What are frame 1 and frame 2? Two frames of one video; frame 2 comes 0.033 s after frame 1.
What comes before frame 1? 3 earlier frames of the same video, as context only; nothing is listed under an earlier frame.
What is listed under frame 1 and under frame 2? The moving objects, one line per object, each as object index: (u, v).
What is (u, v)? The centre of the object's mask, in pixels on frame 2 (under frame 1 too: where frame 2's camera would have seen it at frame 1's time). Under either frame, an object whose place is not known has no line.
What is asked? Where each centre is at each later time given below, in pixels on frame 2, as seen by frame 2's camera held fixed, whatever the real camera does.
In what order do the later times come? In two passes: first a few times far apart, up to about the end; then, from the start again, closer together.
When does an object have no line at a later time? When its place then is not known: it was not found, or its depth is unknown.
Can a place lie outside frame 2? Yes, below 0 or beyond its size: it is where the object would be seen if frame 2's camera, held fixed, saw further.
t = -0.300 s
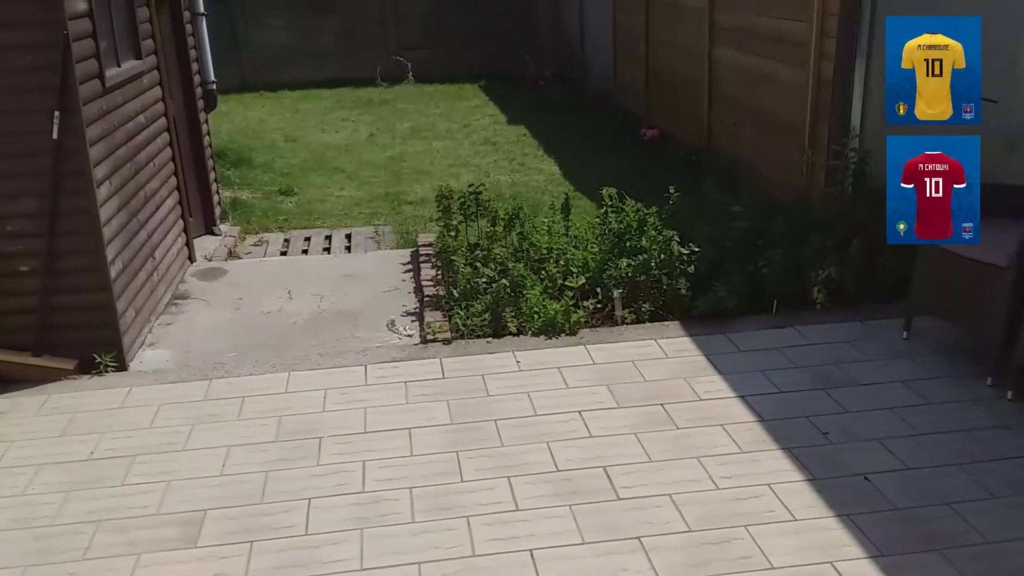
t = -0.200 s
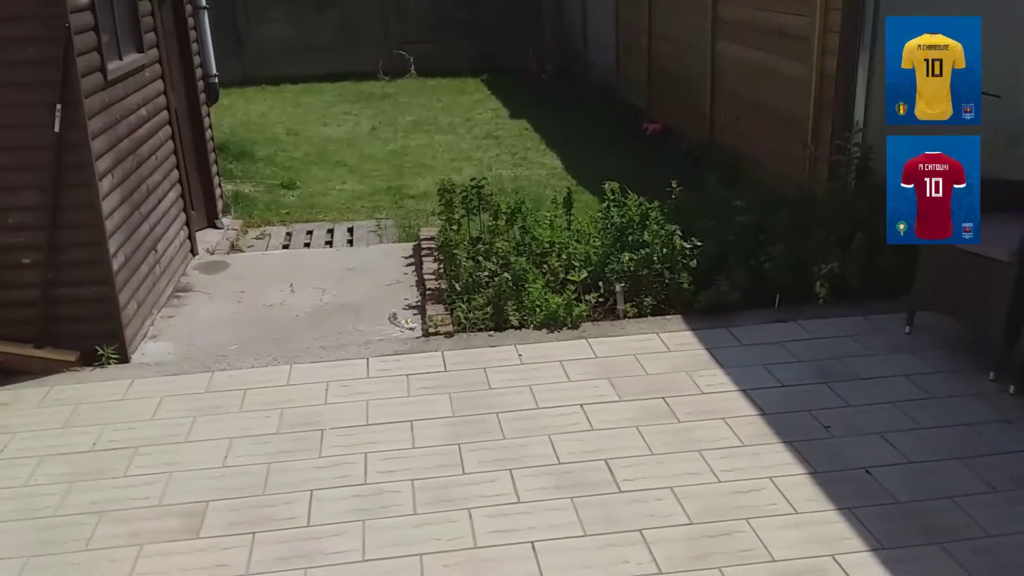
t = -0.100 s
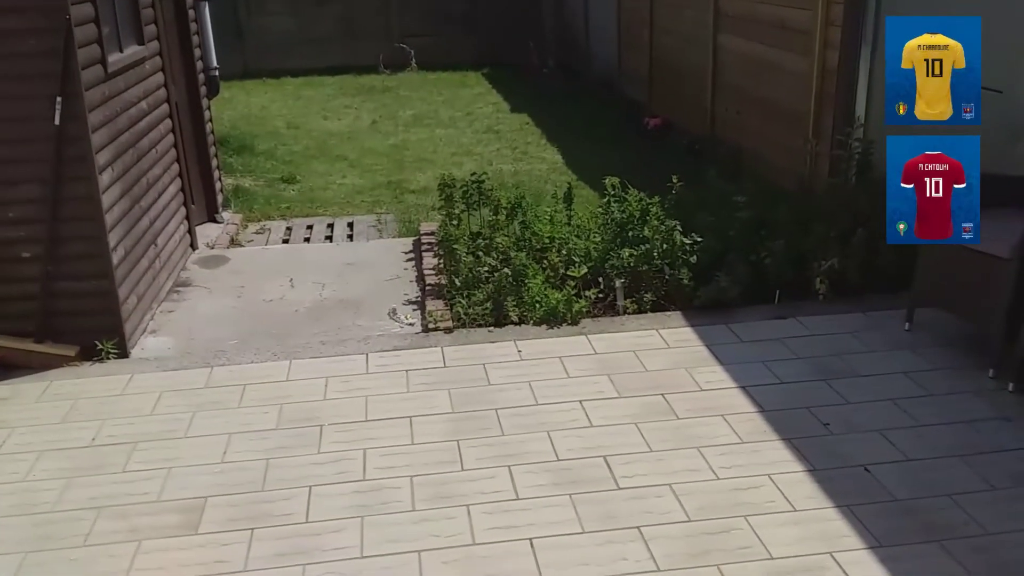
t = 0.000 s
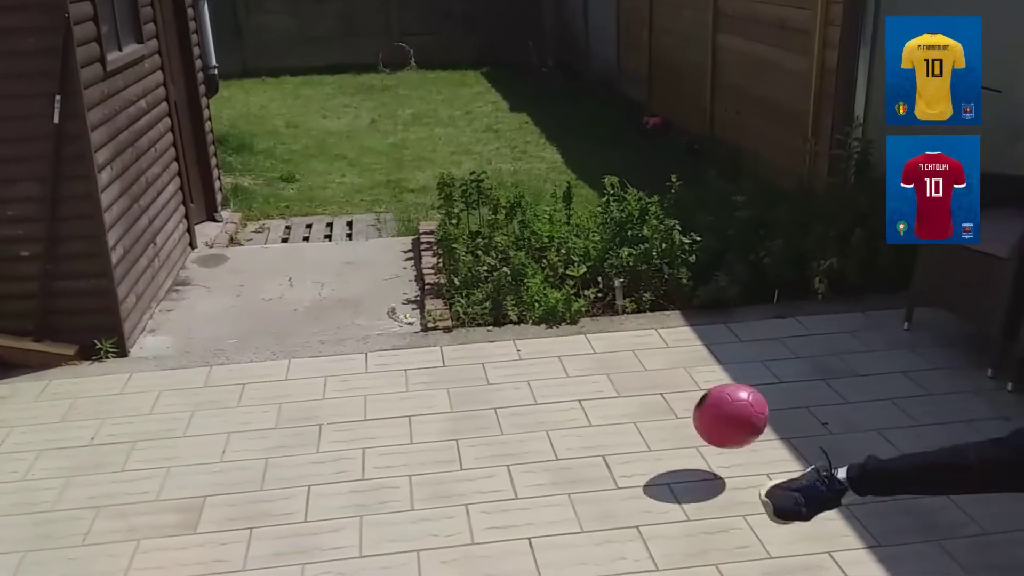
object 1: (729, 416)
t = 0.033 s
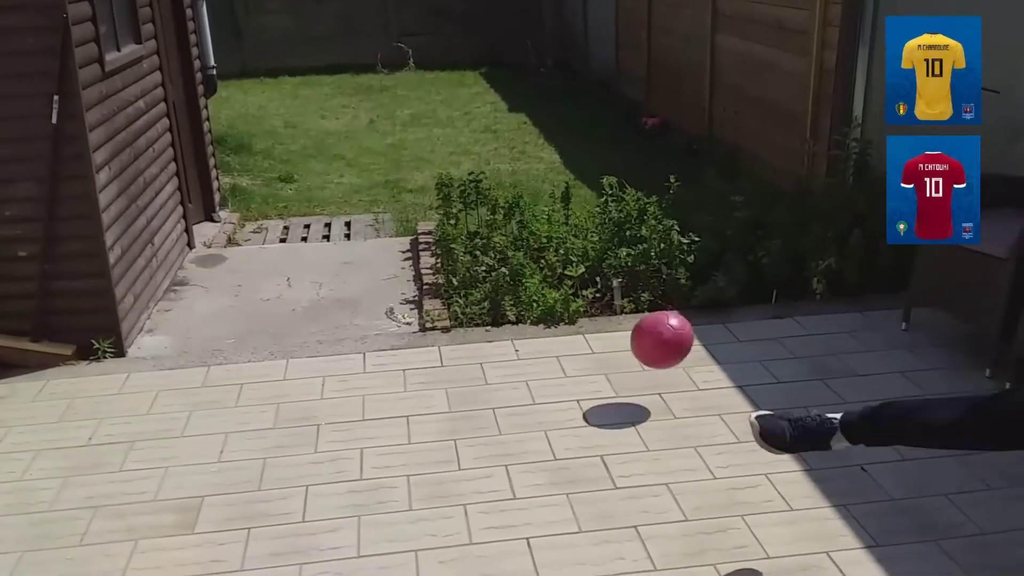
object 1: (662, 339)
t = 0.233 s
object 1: (488, 159)
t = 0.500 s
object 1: (437, 105)
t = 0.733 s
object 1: (429, 71)
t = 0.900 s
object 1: (426, 66)
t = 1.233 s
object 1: (417, 25)
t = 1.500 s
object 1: (410, 31)
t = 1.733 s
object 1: (405, 93)
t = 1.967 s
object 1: (392, 85)
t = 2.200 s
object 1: (379, 94)
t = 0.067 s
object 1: (612, 284)
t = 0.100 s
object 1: (574, 242)
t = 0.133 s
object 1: (543, 212)
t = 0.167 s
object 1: (521, 190)
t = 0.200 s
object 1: (503, 171)
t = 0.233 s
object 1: (488, 159)
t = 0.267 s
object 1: (476, 149)
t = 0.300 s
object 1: (466, 143)
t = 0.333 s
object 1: (458, 139)
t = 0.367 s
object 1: (451, 138)
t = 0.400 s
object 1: (446, 138)
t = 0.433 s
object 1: (442, 131)
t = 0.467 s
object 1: (440, 117)
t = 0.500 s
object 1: (437, 105)
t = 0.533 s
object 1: (435, 96)
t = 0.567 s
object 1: (434, 88)
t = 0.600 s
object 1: (432, 81)
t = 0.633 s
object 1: (431, 76)
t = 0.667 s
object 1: (430, 73)
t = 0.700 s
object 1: (430, 71)
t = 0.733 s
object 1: (429, 71)
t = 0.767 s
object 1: (428, 71)
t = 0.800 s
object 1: (428, 72)
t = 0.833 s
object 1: (427, 74)
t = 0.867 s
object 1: (427, 71)
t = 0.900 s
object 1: (426, 66)
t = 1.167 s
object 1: (419, 30)
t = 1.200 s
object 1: (418, 27)
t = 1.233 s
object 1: (417, 25)
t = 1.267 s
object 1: (416, 23)
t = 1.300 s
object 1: (416, 22)
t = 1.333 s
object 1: (415, 20)
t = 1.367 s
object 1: (414, 21)
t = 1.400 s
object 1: (414, 21)
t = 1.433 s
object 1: (412, 24)
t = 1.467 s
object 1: (411, 27)
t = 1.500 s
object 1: (410, 31)
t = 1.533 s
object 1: (409, 36)
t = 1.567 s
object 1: (408, 43)
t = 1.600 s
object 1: (407, 50)
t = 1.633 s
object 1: (407, 58)
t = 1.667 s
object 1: (407, 68)
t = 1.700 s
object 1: (406, 80)
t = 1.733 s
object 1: (405, 93)
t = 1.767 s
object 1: (404, 108)
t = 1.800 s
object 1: (403, 111)
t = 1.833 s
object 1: (401, 103)
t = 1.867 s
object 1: (399, 98)
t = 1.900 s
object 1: (397, 93)
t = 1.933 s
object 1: (394, 87)
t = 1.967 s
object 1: (392, 85)
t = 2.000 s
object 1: (390, 82)
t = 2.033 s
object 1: (388, 81)
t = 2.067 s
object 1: (386, 81)
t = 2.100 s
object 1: (385, 82)
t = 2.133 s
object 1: (382, 85)
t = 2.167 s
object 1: (381, 88)
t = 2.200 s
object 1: (379, 94)
